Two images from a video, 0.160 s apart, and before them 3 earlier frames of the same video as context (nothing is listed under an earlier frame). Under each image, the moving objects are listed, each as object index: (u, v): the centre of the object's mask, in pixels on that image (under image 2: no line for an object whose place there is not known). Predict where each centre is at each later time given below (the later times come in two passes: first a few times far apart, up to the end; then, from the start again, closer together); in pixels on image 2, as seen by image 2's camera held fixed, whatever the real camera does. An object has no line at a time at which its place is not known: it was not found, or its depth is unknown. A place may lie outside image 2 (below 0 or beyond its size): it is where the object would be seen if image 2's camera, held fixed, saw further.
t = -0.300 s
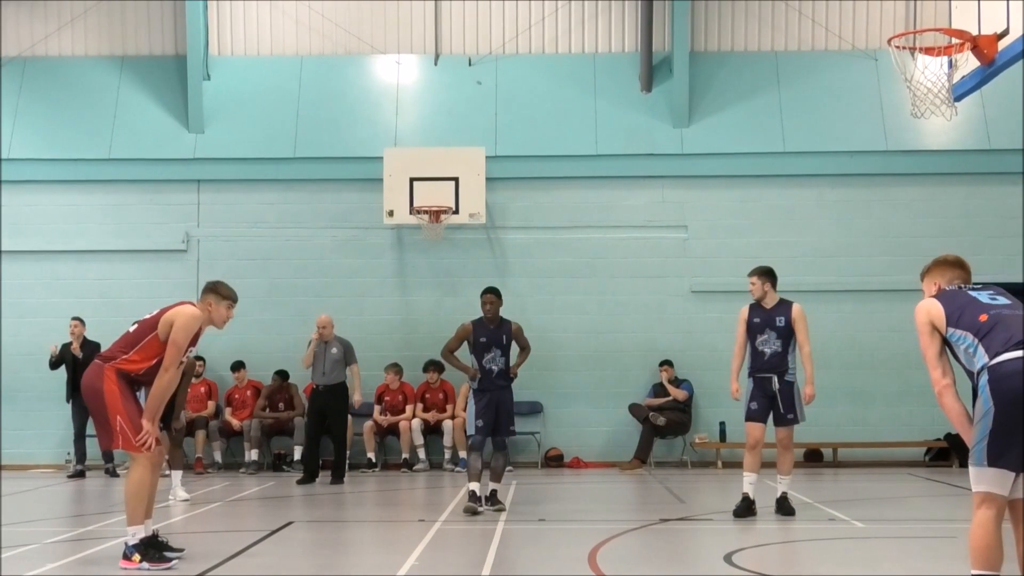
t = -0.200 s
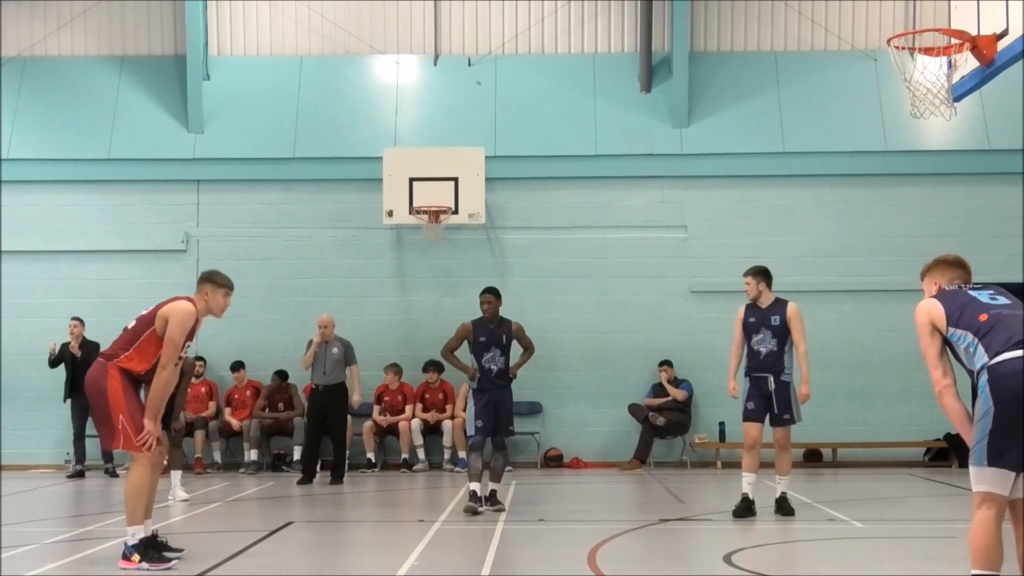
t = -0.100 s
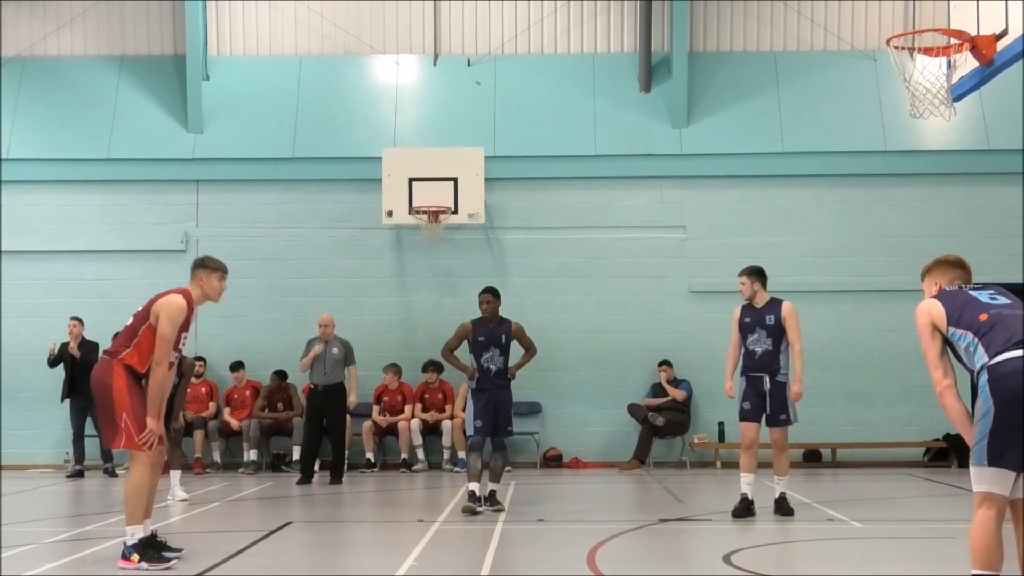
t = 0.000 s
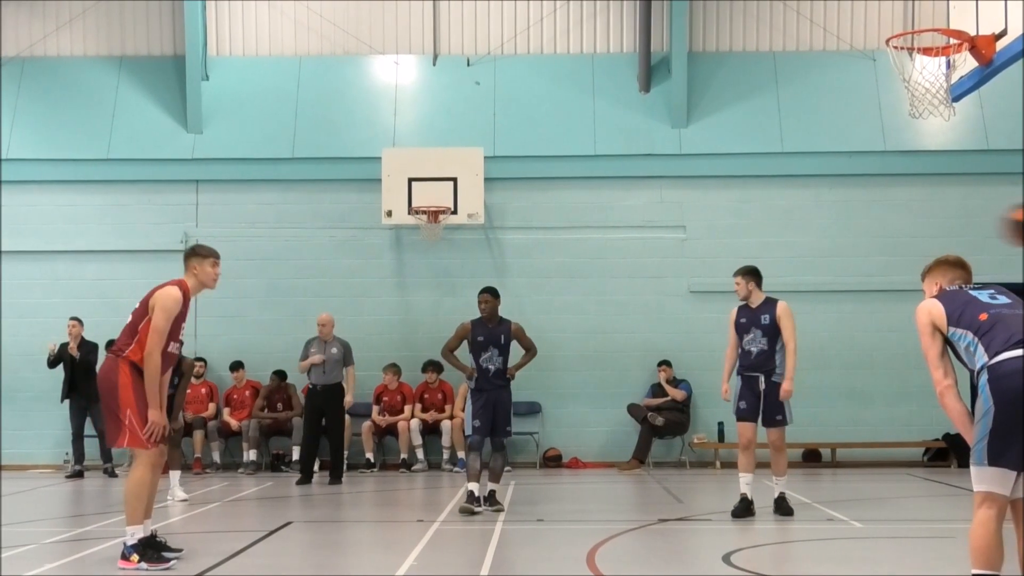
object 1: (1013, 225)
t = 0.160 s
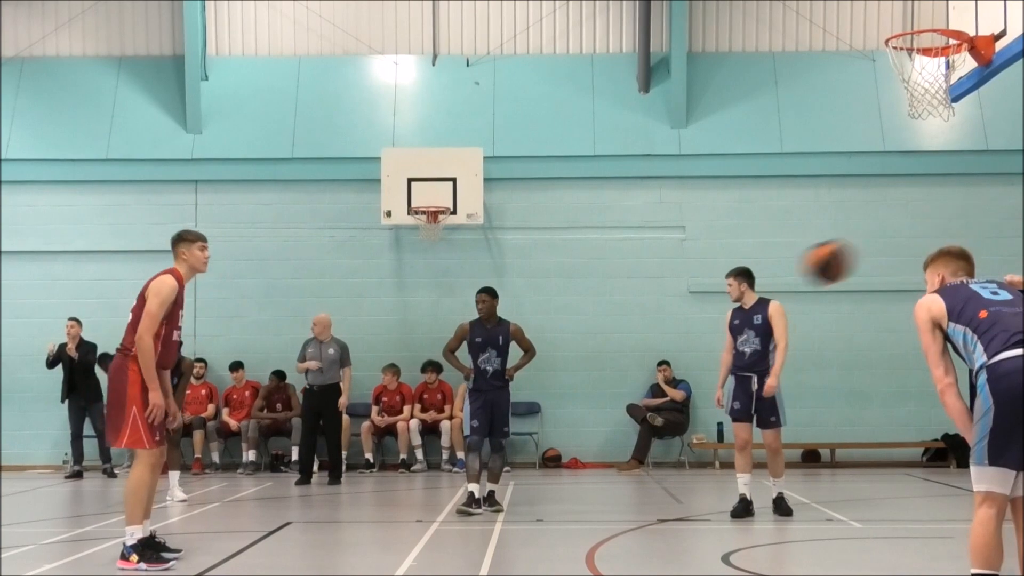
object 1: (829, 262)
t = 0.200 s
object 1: (781, 277)
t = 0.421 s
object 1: (534, 412)
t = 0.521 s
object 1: (428, 497)
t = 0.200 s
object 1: (781, 277)
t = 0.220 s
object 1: (757, 283)
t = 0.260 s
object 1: (708, 308)
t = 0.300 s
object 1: (665, 330)
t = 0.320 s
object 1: (642, 341)
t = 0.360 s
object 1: (599, 368)
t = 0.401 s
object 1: (556, 396)
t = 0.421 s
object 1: (534, 412)
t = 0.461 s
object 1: (489, 446)
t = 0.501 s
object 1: (449, 479)
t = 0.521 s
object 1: (428, 497)
